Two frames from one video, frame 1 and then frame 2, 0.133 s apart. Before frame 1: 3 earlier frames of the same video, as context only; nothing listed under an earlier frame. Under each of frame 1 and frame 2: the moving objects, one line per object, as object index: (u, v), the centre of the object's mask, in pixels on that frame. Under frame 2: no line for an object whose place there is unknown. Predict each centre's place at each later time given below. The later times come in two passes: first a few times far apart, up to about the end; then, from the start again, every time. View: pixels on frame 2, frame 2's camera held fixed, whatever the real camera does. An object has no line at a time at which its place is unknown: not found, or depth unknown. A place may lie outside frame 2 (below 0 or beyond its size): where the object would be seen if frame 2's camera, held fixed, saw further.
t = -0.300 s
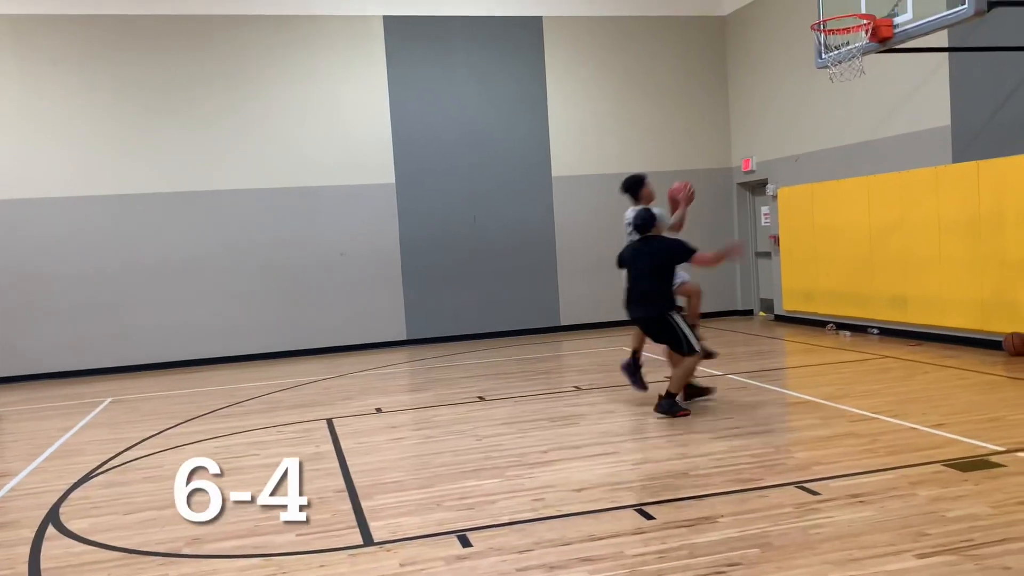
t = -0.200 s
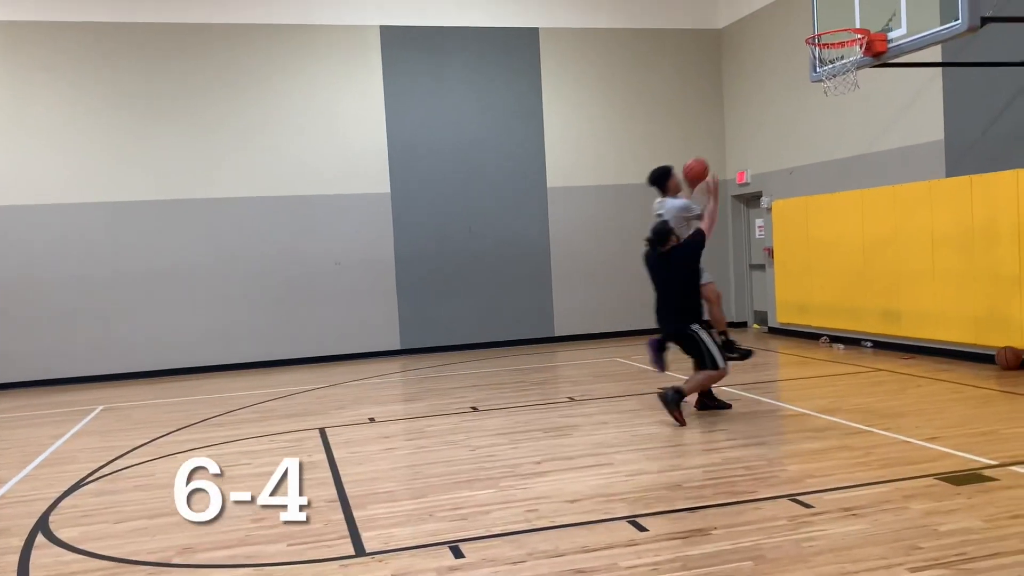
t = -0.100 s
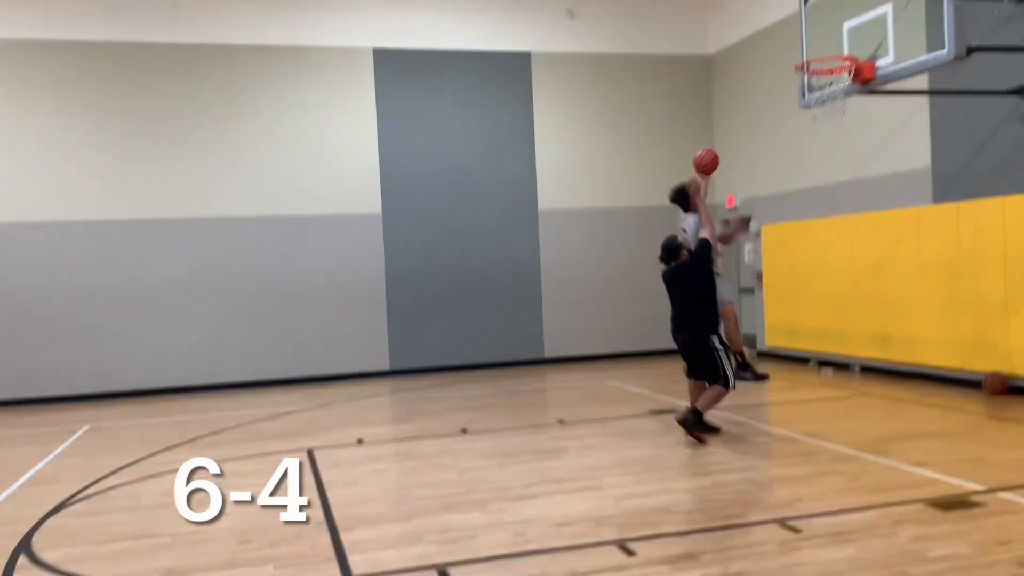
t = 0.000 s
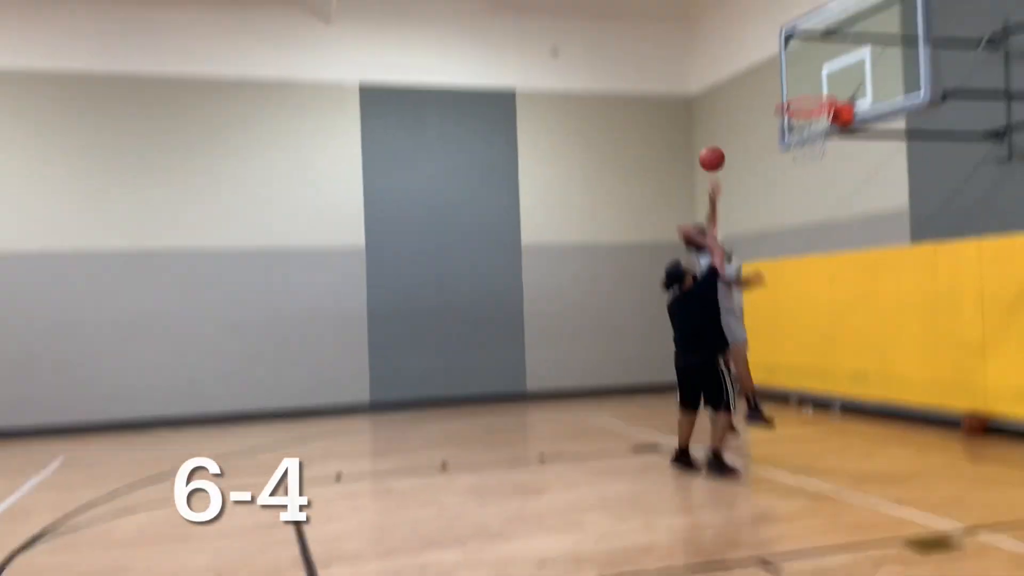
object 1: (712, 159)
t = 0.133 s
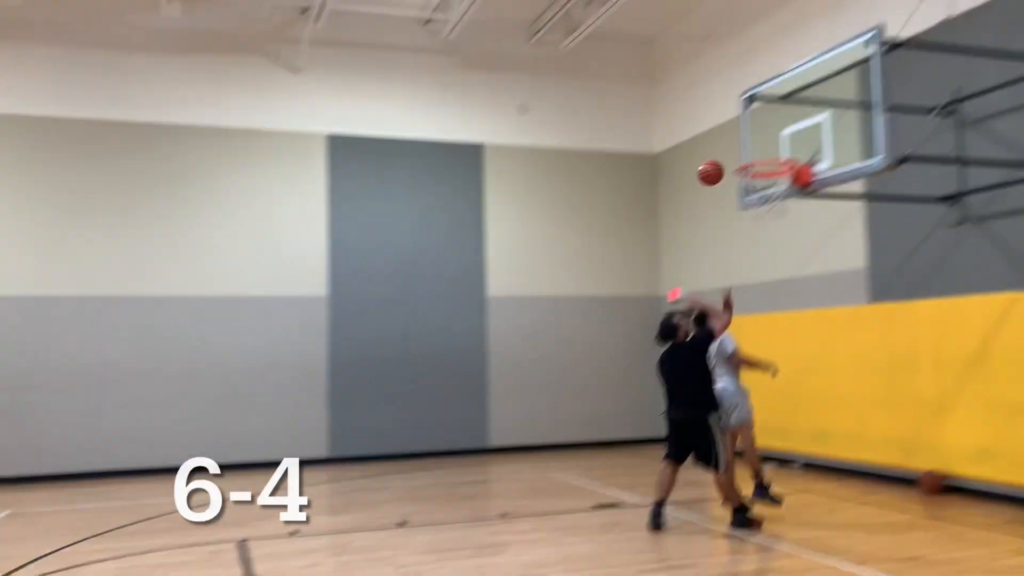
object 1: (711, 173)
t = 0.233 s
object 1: (739, 151)
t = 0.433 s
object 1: (747, 138)
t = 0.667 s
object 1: (748, 152)
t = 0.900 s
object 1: (770, 179)
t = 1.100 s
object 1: (780, 212)
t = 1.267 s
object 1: (782, 251)
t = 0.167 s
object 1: (720, 165)
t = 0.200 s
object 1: (729, 157)
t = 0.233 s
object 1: (739, 151)
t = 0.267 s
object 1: (749, 146)
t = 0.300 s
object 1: (750, 142)
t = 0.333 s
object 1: (749, 139)
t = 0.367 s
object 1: (748, 138)
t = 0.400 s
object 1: (748, 138)
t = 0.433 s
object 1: (747, 138)
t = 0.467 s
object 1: (746, 140)
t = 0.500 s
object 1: (745, 143)
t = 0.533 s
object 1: (744, 148)
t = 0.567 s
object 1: (742, 153)
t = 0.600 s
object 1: (743, 155)
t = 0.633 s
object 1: (746, 153)
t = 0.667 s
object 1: (748, 152)
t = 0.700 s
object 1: (751, 152)
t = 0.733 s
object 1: (754, 152)
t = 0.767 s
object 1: (757, 156)
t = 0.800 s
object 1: (759, 161)
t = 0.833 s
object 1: (763, 165)
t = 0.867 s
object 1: (765, 171)
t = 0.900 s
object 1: (770, 179)
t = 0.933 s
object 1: (772, 186)
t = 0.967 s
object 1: (774, 189)
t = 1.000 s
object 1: (776, 194)
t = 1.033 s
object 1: (777, 197)
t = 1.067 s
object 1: (781, 208)
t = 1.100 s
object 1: (780, 212)
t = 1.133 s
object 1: (780, 215)
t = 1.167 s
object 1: (781, 221)
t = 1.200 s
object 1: (781, 230)
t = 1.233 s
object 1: (782, 240)
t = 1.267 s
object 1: (782, 251)
